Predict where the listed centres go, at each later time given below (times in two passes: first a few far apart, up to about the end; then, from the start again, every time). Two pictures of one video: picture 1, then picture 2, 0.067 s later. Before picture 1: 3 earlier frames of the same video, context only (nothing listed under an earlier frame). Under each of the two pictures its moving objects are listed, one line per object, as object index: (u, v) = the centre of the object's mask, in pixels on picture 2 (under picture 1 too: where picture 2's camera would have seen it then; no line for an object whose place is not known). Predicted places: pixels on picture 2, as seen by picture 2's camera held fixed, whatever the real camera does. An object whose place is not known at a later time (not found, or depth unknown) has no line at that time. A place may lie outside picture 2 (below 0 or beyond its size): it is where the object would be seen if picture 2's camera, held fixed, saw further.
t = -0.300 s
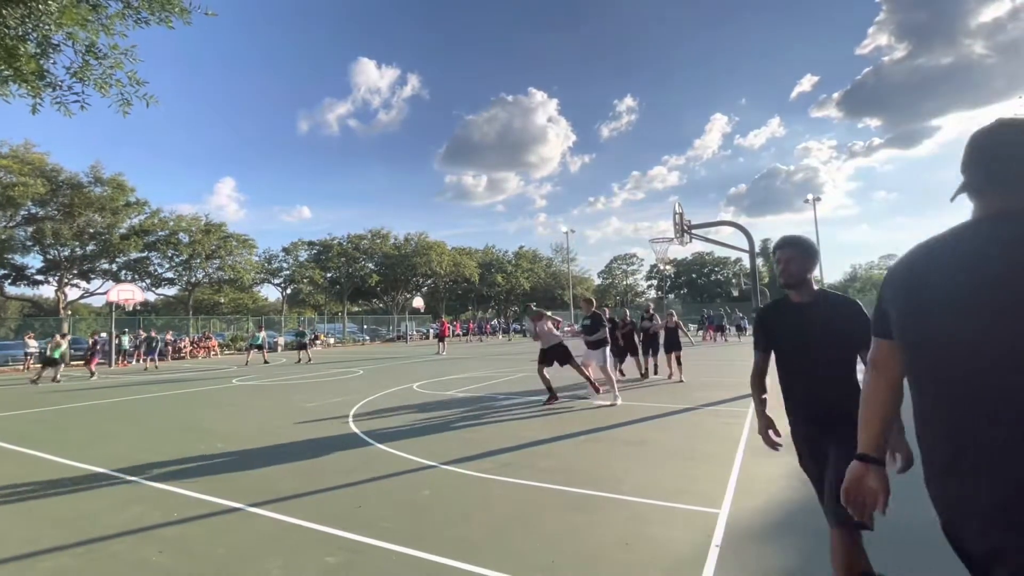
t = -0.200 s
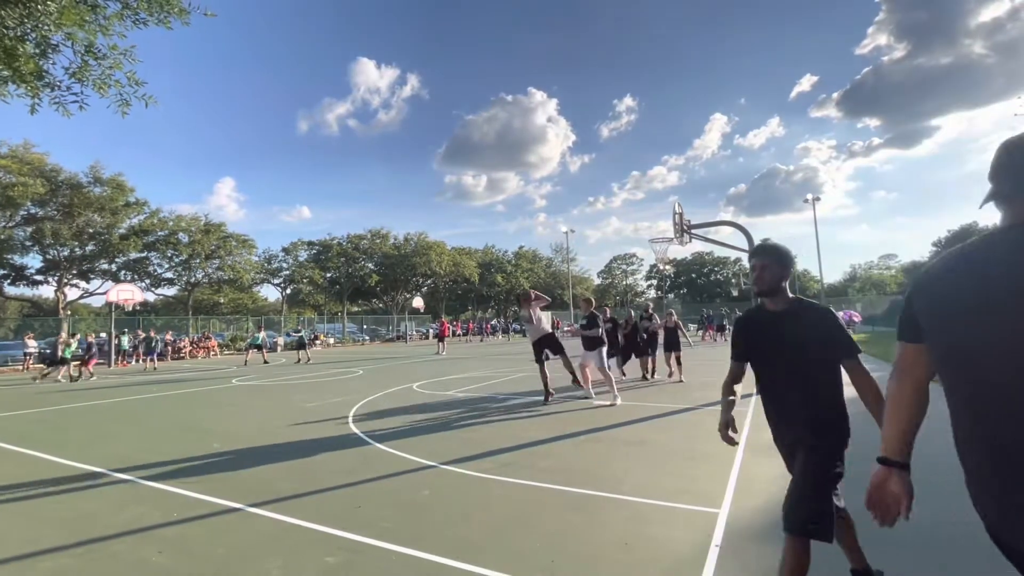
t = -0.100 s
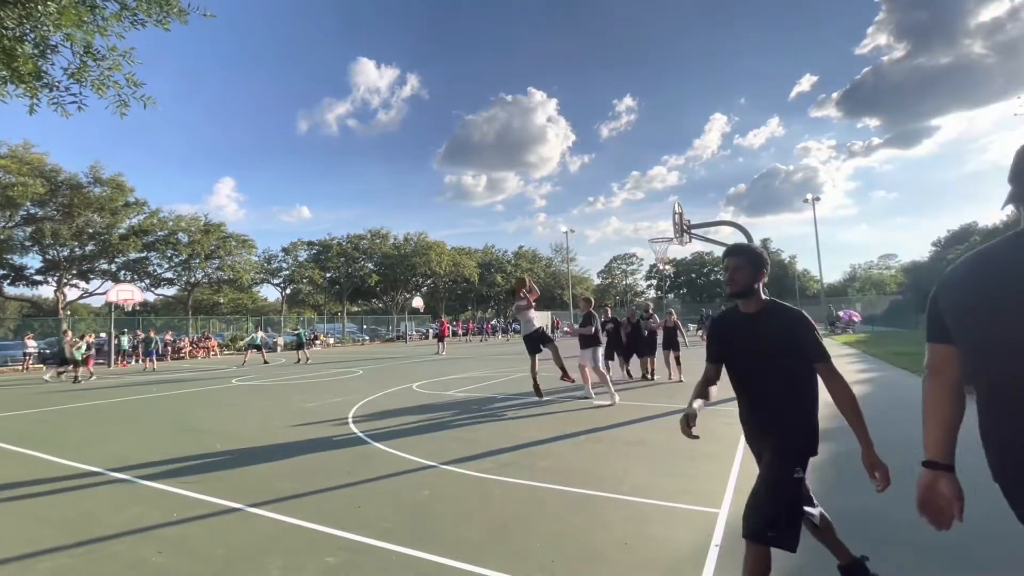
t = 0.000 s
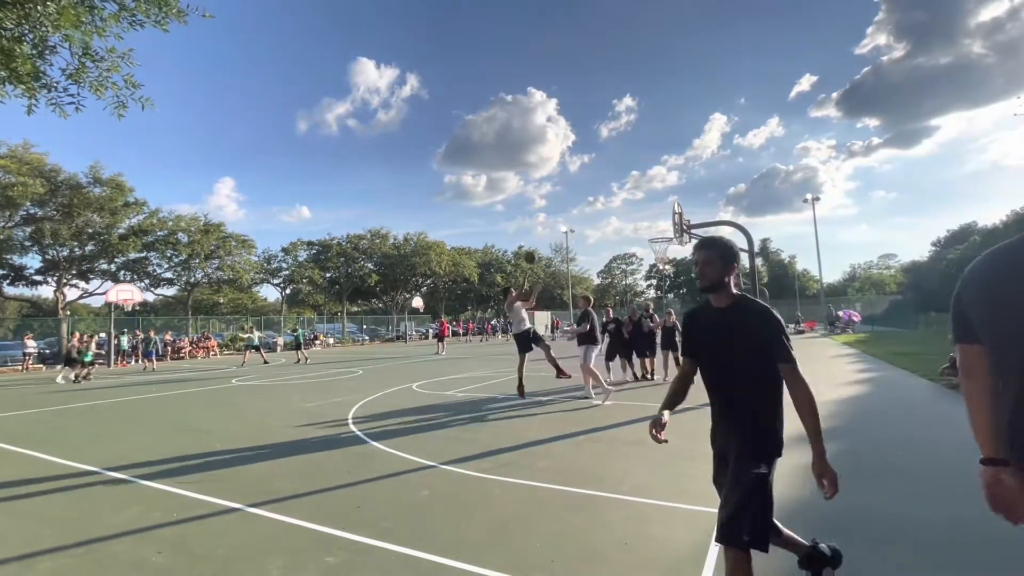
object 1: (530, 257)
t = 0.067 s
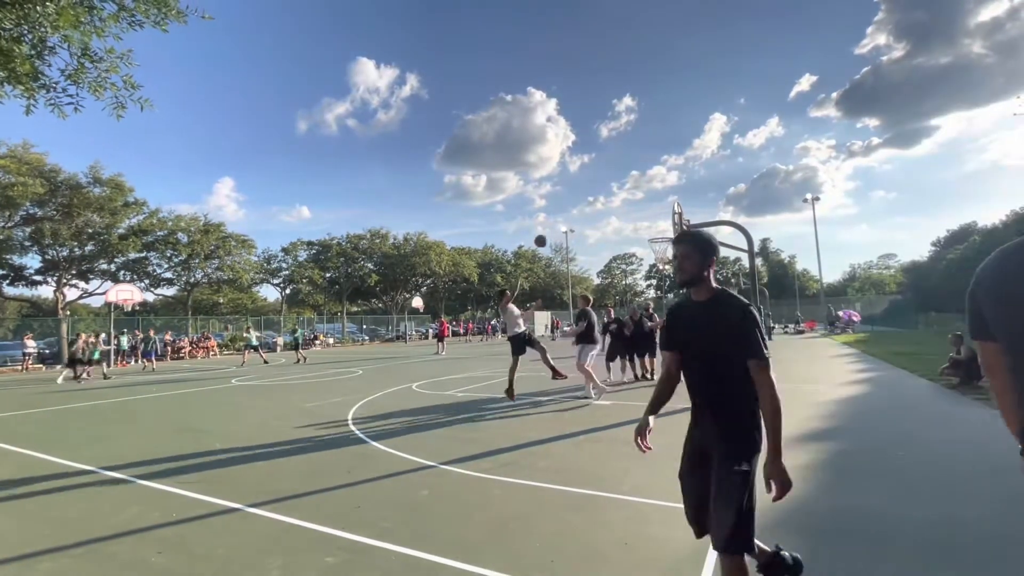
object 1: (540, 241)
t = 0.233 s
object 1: (566, 213)
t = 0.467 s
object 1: (599, 199)
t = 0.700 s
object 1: (629, 211)
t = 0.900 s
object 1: (654, 239)
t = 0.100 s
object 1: (545, 234)
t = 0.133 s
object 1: (552, 227)
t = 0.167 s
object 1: (556, 222)
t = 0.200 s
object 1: (561, 218)
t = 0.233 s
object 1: (566, 213)
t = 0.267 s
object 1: (571, 209)
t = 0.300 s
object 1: (576, 206)
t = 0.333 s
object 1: (581, 204)
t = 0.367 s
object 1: (585, 202)
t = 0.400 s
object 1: (590, 201)
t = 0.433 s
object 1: (595, 200)
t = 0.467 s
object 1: (599, 199)
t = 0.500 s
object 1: (604, 200)
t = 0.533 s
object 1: (608, 200)
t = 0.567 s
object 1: (612, 202)
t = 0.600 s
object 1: (617, 203)
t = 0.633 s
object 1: (621, 206)
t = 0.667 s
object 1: (625, 208)
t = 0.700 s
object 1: (629, 211)
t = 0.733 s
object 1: (633, 215)
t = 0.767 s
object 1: (637, 219)
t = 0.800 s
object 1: (641, 224)
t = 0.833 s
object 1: (645, 228)
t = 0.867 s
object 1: (649, 234)
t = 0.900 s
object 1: (654, 239)
